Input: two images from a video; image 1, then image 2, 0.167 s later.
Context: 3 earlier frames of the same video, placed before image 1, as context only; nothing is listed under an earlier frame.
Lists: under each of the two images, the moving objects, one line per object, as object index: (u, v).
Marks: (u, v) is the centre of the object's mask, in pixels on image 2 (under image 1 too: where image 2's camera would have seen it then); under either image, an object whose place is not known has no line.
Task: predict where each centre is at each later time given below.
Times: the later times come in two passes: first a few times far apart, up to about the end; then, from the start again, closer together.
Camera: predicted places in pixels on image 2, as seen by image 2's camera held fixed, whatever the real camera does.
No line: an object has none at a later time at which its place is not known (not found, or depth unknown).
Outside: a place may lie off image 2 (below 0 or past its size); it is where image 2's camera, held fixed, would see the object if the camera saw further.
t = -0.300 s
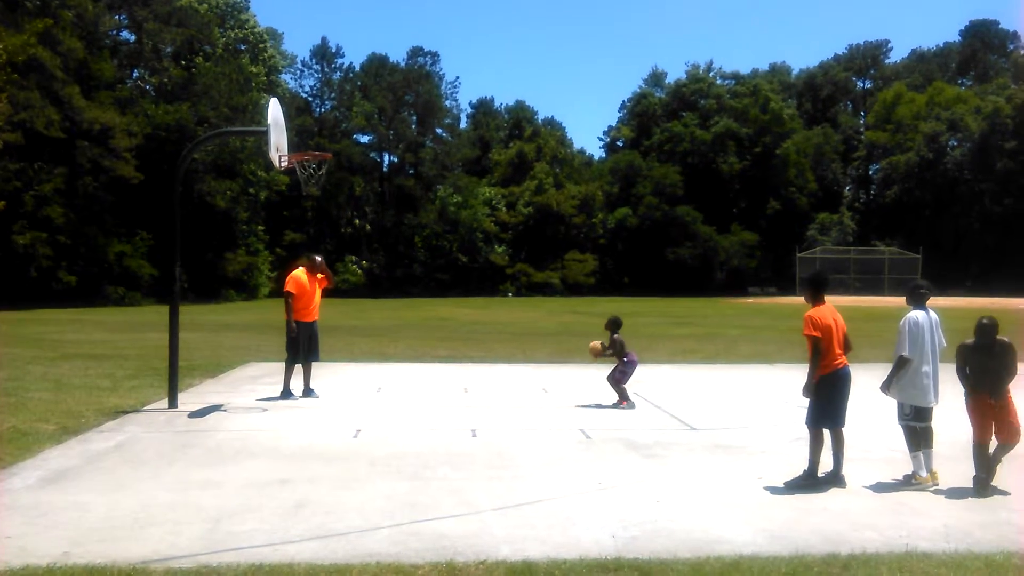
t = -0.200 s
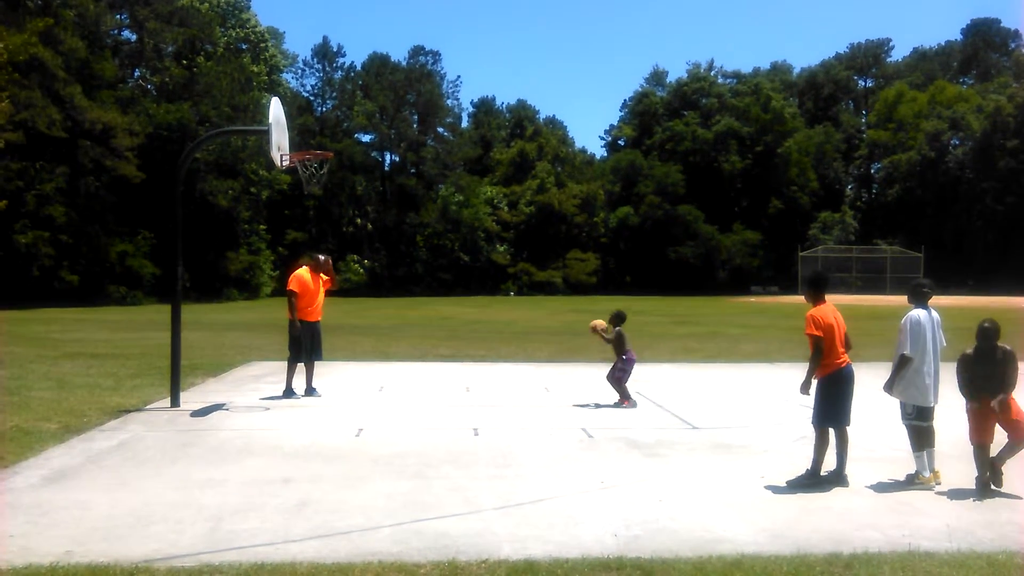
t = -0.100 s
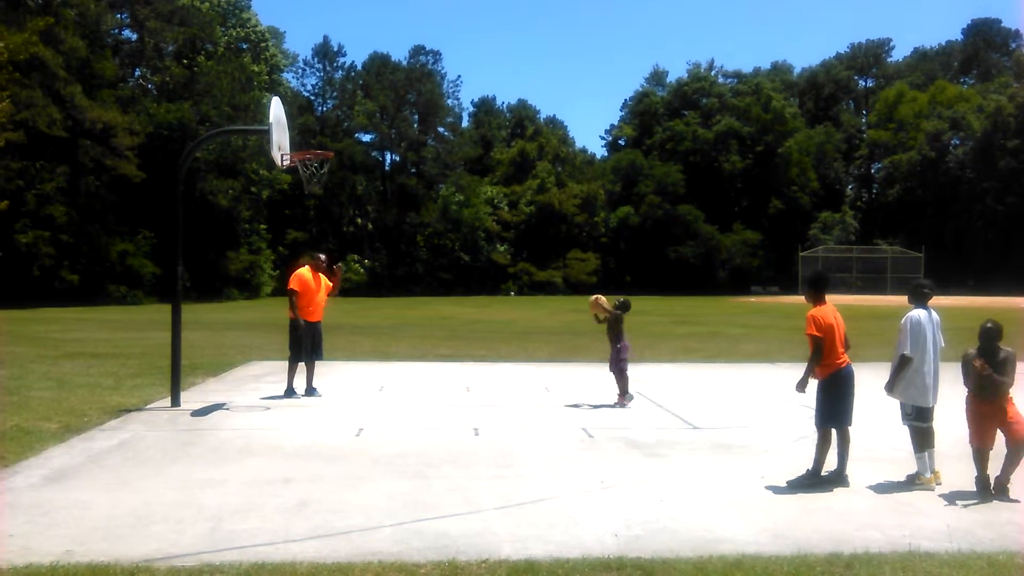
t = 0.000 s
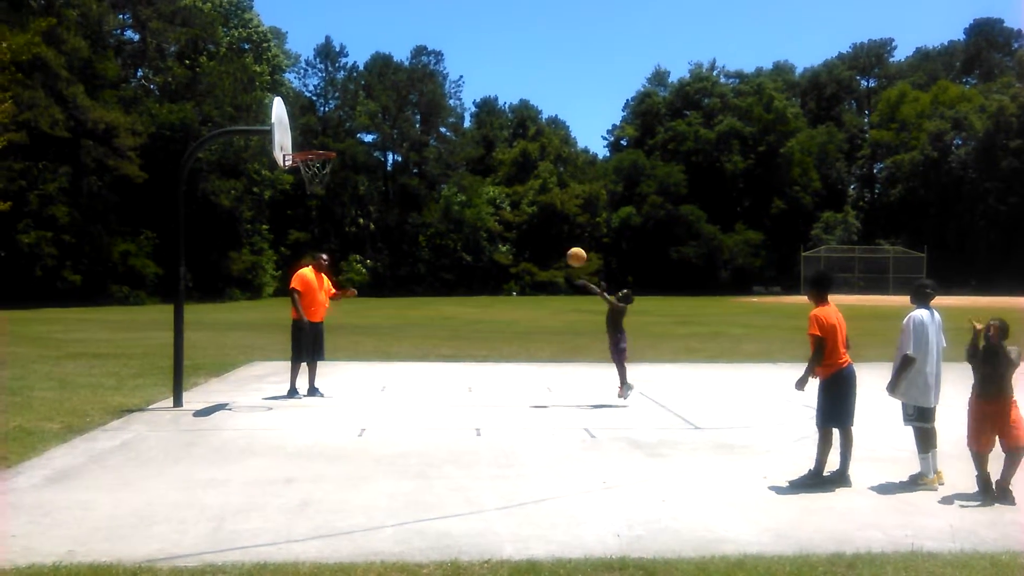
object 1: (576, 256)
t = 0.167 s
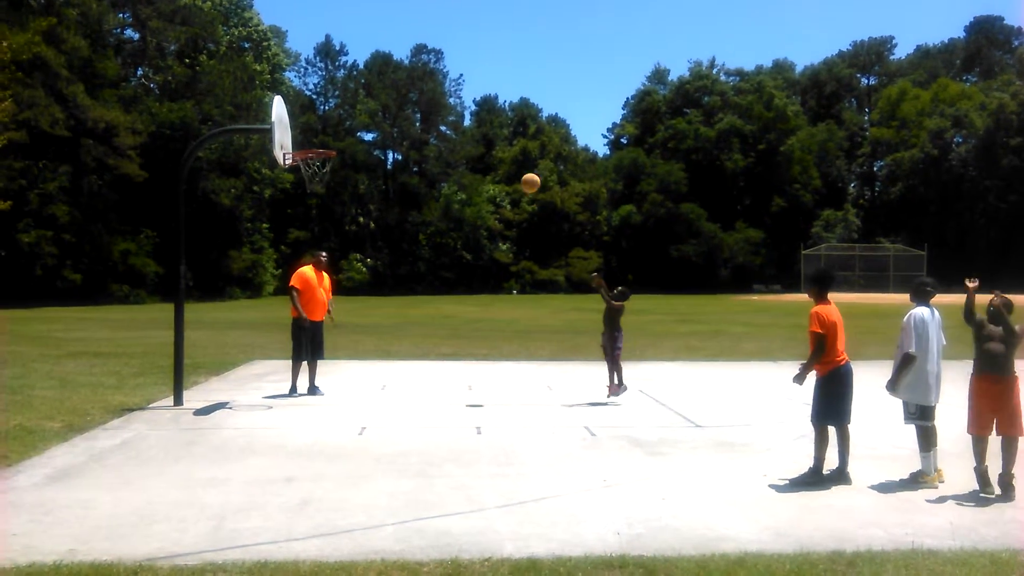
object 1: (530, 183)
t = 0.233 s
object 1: (511, 160)
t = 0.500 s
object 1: (437, 99)
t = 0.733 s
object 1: (371, 91)
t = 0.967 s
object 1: (303, 127)
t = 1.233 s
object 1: (344, 129)
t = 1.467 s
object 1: (380, 125)
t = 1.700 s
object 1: (415, 165)
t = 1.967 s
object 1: (451, 260)
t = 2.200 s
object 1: (478, 386)
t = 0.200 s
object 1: (521, 171)
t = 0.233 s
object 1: (511, 160)
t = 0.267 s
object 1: (502, 149)
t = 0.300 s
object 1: (493, 140)
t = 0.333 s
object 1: (484, 131)
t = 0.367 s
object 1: (475, 123)
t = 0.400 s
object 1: (465, 116)
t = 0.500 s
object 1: (437, 99)
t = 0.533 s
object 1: (428, 96)
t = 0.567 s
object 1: (418, 92)
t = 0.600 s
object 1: (409, 90)
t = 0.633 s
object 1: (400, 89)
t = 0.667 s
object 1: (390, 89)
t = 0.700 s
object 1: (380, 89)
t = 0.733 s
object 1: (371, 91)
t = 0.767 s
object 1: (361, 93)
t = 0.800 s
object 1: (351, 96)
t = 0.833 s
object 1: (342, 101)
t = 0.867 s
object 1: (332, 106)
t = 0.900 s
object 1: (322, 112)
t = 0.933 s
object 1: (313, 119)
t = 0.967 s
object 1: (303, 127)
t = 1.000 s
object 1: (293, 135)
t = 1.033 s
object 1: (297, 142)
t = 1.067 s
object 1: (307, 143)
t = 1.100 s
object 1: (317, 142)
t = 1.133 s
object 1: (327, 143)
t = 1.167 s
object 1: (333, 139)
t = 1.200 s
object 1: (338, 134)
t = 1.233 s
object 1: (344, 129)
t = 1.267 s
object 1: (349, 126)
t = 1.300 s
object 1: (354, 124)
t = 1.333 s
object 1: (360, 122)
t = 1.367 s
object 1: (365, 122)
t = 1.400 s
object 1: (370, 122)
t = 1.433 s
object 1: (375, 123)
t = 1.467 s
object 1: (380, 125)
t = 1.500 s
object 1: (386, 128)
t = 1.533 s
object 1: (390, 132)
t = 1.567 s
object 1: (396, 136)
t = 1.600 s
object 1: (401, 142)
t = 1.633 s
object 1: (406, 149)
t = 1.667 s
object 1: (411, 156)
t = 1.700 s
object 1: (415, 165)
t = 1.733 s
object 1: (420, 173)
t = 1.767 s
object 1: (425, 183)
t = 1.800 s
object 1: (429, 194)
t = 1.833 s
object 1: (434, 206)
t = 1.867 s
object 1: (438, 218)
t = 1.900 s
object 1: (442, 231)
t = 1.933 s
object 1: (447, 245)
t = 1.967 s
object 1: (451, 260)
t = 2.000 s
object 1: (455, 275)
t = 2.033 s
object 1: (459, 291)
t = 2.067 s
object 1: (463, 308)
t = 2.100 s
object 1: (467, 325)
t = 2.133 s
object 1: (471, 345)
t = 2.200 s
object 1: (478, 386)
